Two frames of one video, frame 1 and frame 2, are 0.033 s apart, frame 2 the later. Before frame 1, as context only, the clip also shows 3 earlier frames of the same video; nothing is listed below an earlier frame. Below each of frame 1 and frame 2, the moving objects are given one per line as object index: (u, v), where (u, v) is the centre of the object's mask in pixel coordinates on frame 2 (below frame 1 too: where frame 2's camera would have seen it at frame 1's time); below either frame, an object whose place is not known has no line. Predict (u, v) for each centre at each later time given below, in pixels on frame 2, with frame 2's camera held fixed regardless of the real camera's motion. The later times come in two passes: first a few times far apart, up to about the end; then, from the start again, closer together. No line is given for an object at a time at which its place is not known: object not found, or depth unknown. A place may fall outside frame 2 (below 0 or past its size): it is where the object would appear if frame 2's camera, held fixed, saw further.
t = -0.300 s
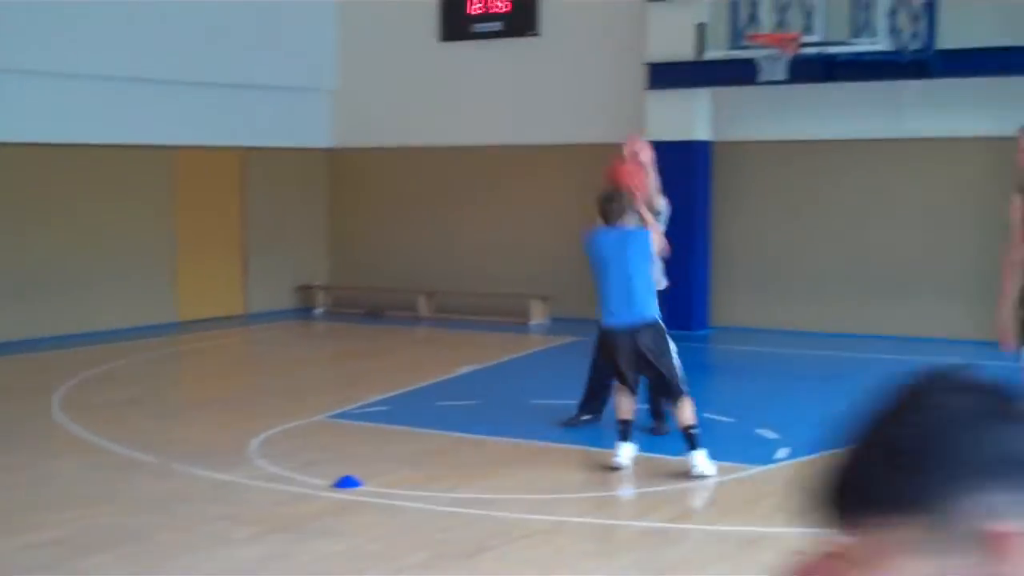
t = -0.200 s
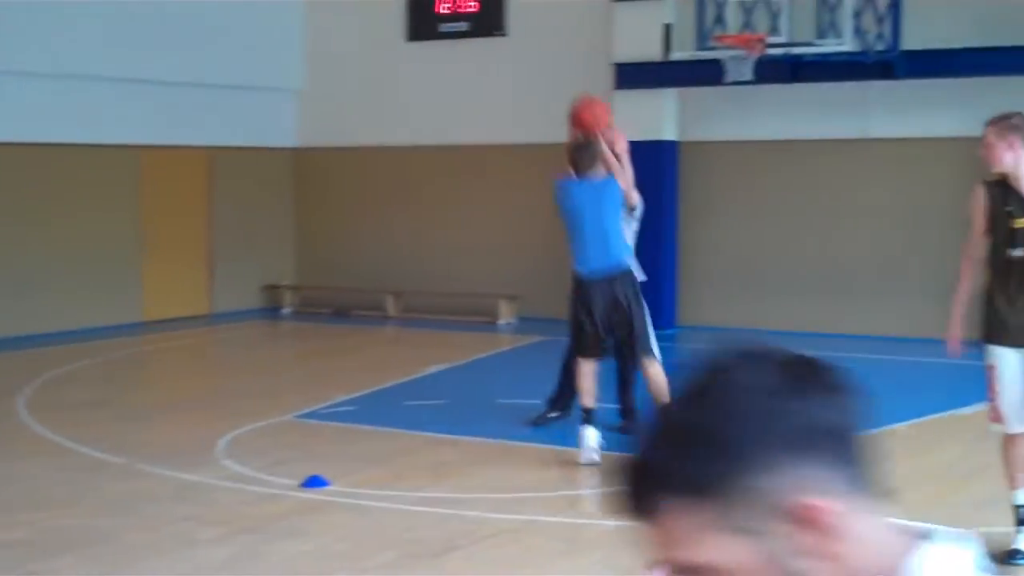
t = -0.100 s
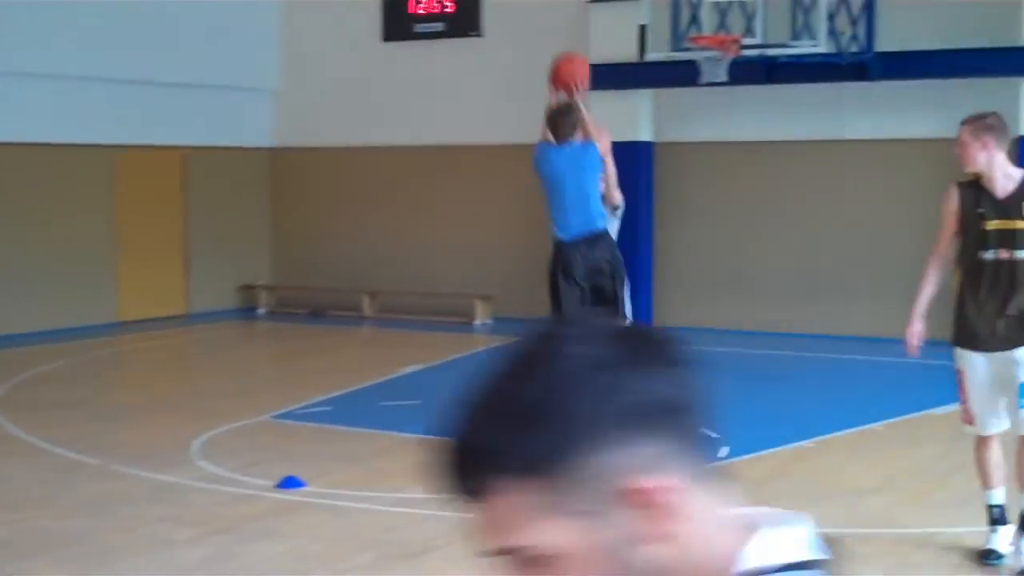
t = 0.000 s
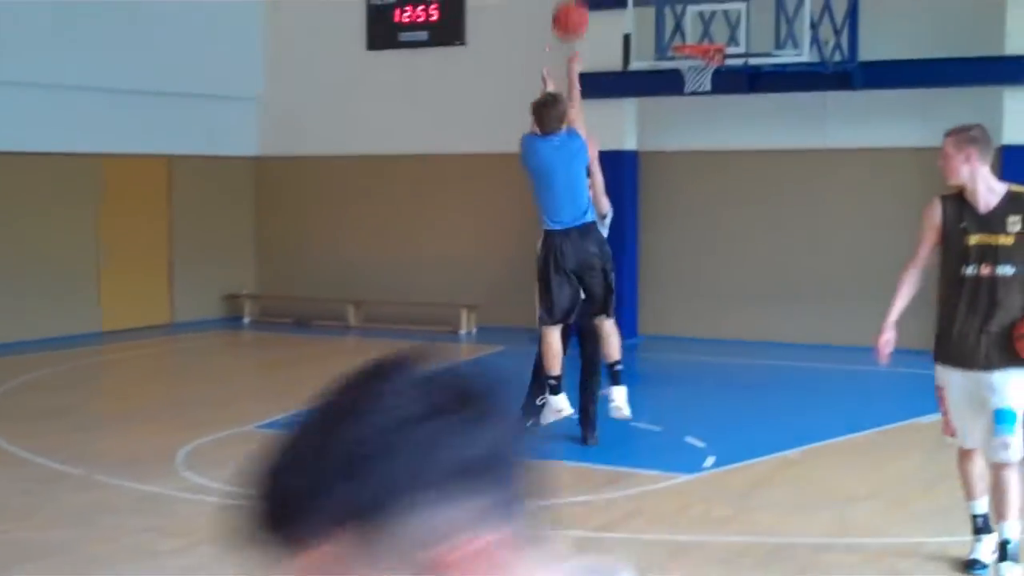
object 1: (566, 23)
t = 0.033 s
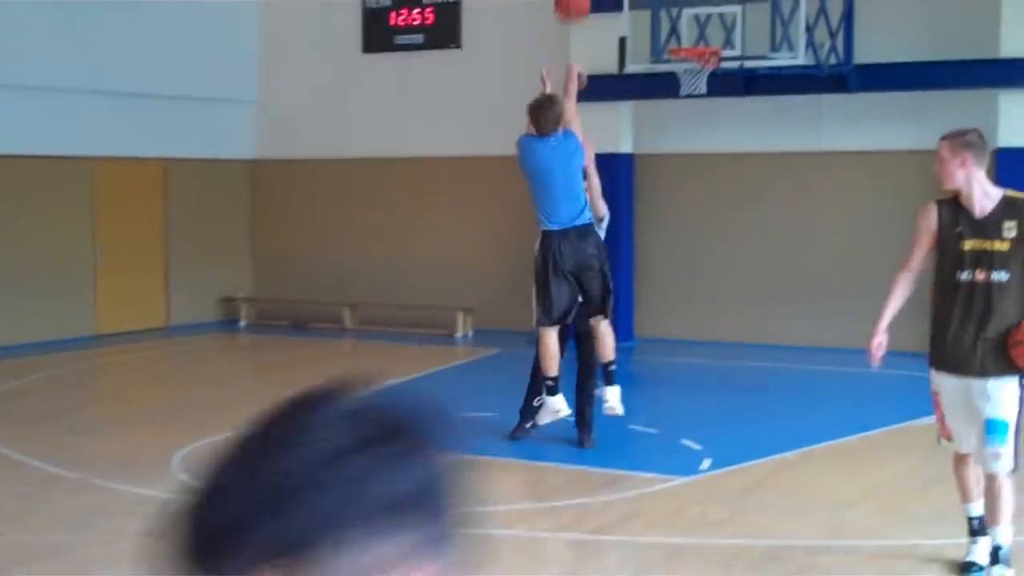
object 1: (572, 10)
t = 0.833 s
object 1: (678, 20)
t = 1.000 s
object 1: (668, 4)
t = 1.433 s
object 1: (607, 9)
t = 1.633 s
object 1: (576, 93)
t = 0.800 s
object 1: (676, 6)
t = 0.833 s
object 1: (678, 20)
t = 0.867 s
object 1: (681, 37)
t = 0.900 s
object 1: (680, 32)
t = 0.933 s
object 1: (675, 20)
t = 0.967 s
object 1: (671, 12)
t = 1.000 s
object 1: (668, 4)
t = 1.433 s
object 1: (607, 9)
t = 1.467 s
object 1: (602, 19)
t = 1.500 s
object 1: (596, 31)
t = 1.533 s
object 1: (592, 44)
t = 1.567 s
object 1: (586, 59)
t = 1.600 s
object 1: (581, 77)
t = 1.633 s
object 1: (576, 93)
